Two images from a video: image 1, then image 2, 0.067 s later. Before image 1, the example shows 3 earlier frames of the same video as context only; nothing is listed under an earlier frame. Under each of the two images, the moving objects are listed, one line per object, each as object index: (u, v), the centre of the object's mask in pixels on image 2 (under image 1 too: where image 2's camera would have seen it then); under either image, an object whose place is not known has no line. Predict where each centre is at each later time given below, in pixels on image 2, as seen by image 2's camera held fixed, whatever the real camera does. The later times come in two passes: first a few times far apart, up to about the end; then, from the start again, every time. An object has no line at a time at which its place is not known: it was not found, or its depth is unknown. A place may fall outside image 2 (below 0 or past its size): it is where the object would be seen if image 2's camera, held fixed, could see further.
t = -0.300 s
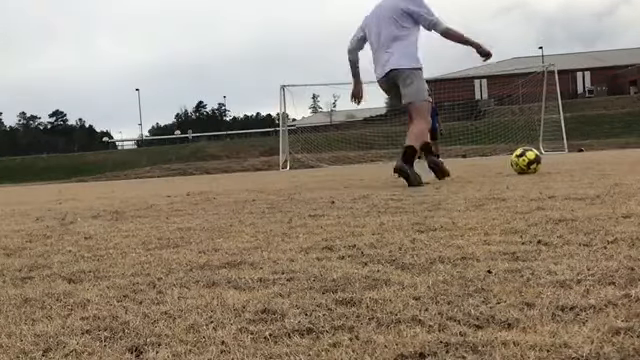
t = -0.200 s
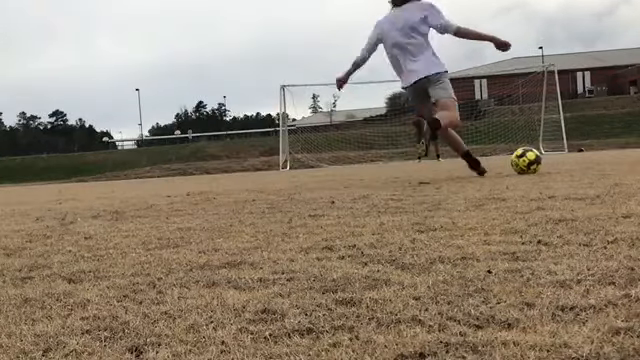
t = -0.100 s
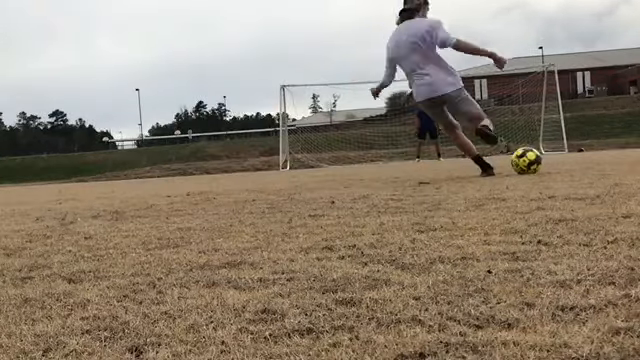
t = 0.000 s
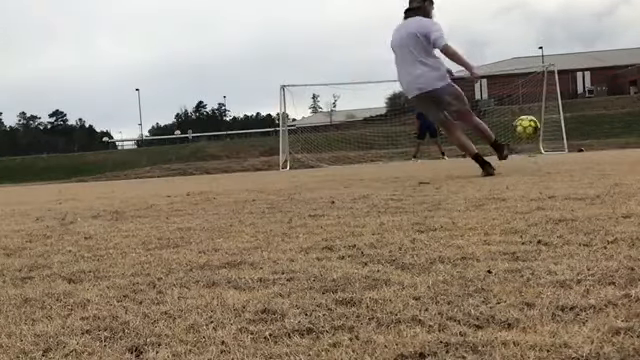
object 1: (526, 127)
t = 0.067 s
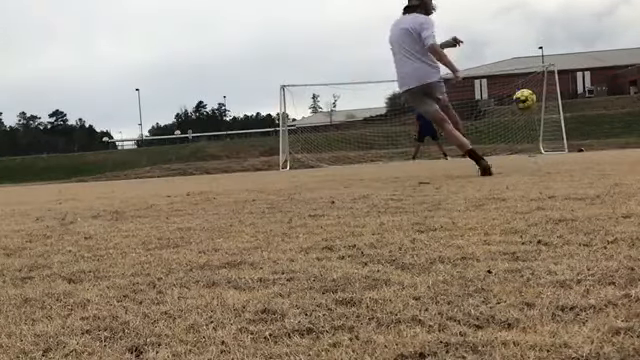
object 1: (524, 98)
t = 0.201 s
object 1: (519, 67)
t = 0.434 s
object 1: (508, 50)
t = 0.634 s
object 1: (496, 54)
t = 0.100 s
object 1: (523, 88)
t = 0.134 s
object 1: (522, 81)
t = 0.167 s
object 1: (520, 73)
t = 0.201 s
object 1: (519, 67)
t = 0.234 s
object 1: (518, 63)
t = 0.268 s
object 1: (516, 59)
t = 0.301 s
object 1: (515, 56)
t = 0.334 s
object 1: (513, 54)
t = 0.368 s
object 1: (512, 52)
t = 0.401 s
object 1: (510, 51)
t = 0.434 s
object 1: (508, 50)
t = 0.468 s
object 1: (506, 50)
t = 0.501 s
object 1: (504, 50)
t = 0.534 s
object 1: (502, 51)
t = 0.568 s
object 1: (500, 51)
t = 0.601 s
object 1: (498, 52)
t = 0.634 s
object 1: (496, 54)
